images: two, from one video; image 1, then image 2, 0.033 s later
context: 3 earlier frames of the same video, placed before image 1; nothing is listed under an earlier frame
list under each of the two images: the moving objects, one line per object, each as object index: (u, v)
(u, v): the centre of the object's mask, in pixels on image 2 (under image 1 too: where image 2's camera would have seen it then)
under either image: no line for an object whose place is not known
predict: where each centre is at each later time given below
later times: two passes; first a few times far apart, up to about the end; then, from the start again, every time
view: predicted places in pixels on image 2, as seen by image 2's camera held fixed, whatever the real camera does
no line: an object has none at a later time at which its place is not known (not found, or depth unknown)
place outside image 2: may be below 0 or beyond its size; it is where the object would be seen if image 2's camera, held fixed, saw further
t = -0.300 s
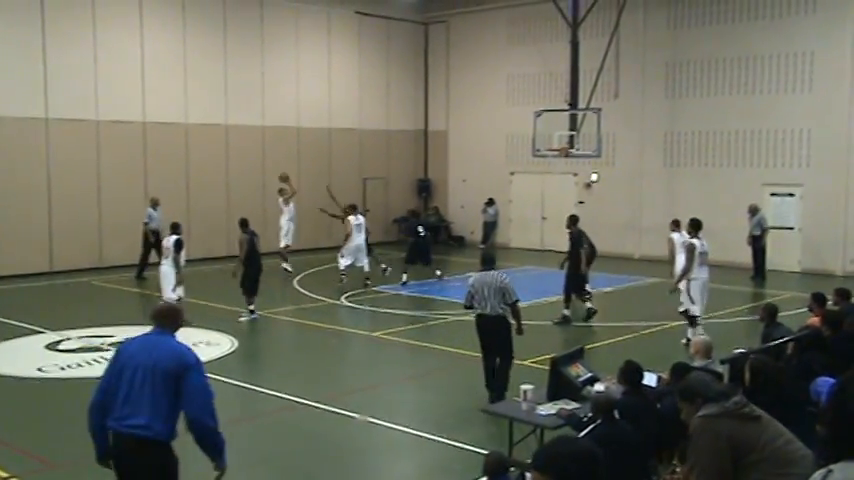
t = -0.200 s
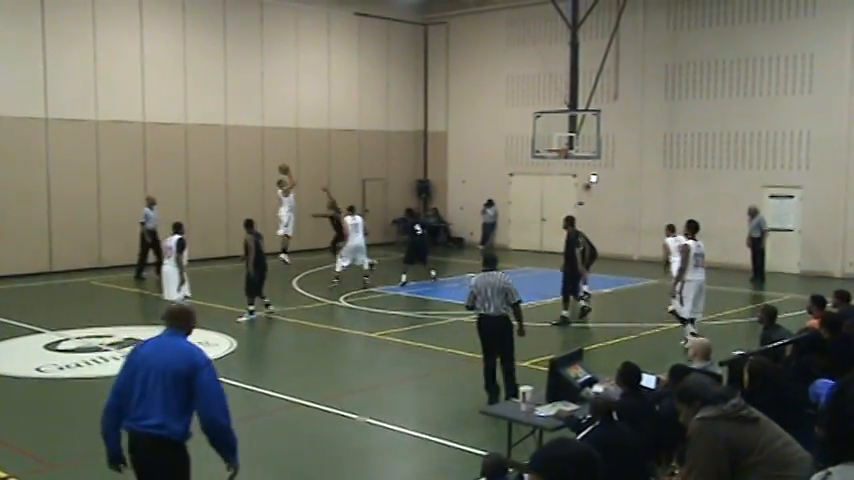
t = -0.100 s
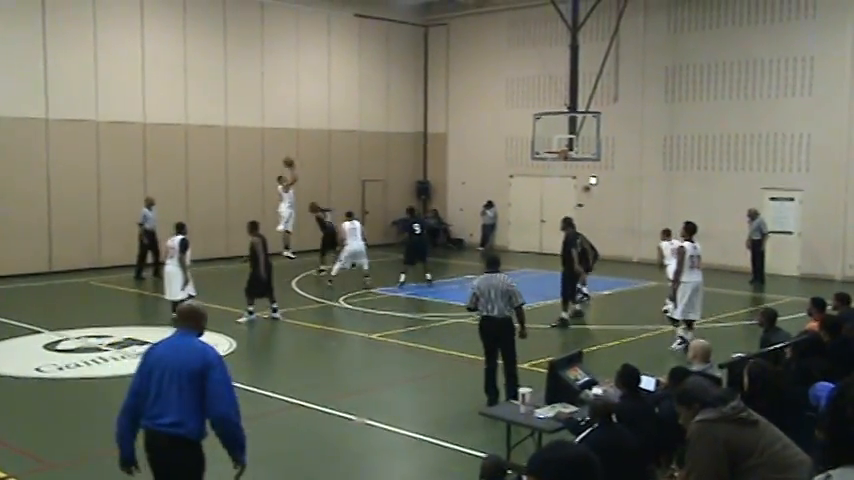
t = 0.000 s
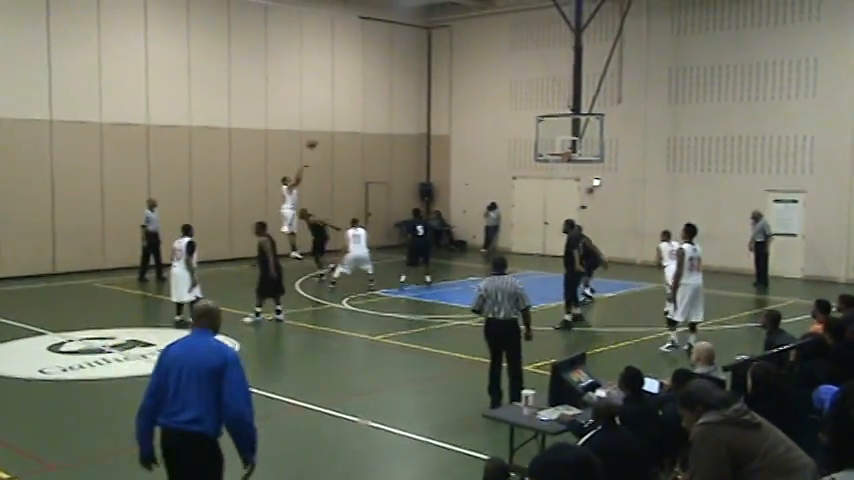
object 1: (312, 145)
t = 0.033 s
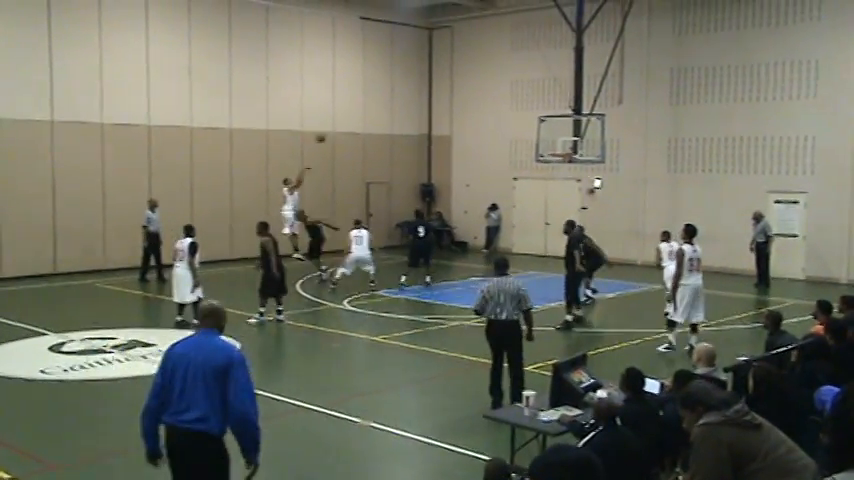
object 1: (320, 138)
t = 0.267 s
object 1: (375, 106)
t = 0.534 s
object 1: (438, 97)
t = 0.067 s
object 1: (329, 131)
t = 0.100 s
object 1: (336, 126)
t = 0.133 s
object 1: (344, 121)
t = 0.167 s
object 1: (352, 117)
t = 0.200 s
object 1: (360, 113)
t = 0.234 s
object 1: (368, 109)
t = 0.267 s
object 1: (375, 106)
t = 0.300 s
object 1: (383, 103)
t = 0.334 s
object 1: (391, 101)
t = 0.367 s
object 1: (399, 99)
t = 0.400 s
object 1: (407, 98)
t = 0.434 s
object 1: (414, 98)
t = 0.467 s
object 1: (423, 97)
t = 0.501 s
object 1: (430, 97)
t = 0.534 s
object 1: (438, 97)
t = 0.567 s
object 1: (446, 98)
